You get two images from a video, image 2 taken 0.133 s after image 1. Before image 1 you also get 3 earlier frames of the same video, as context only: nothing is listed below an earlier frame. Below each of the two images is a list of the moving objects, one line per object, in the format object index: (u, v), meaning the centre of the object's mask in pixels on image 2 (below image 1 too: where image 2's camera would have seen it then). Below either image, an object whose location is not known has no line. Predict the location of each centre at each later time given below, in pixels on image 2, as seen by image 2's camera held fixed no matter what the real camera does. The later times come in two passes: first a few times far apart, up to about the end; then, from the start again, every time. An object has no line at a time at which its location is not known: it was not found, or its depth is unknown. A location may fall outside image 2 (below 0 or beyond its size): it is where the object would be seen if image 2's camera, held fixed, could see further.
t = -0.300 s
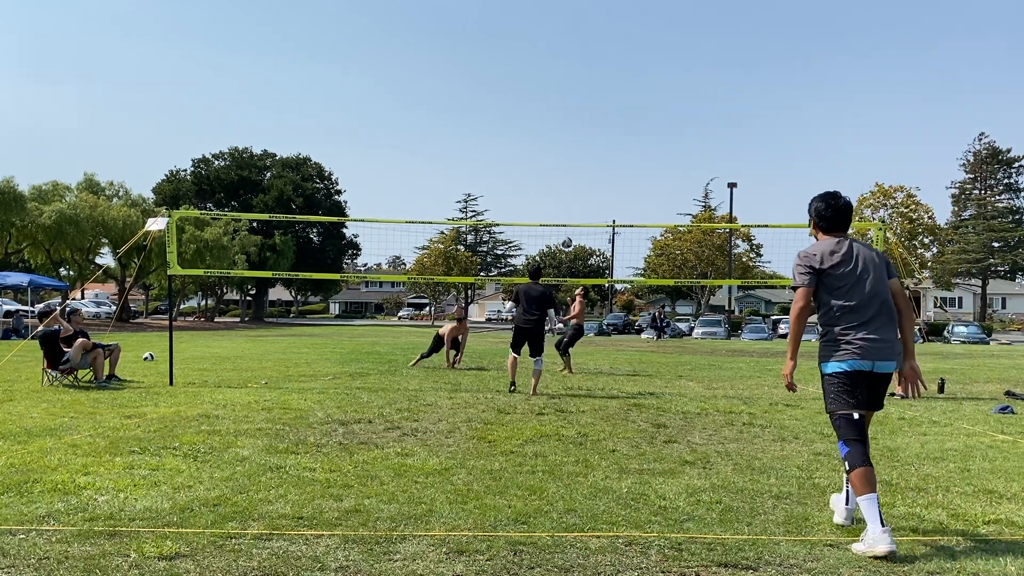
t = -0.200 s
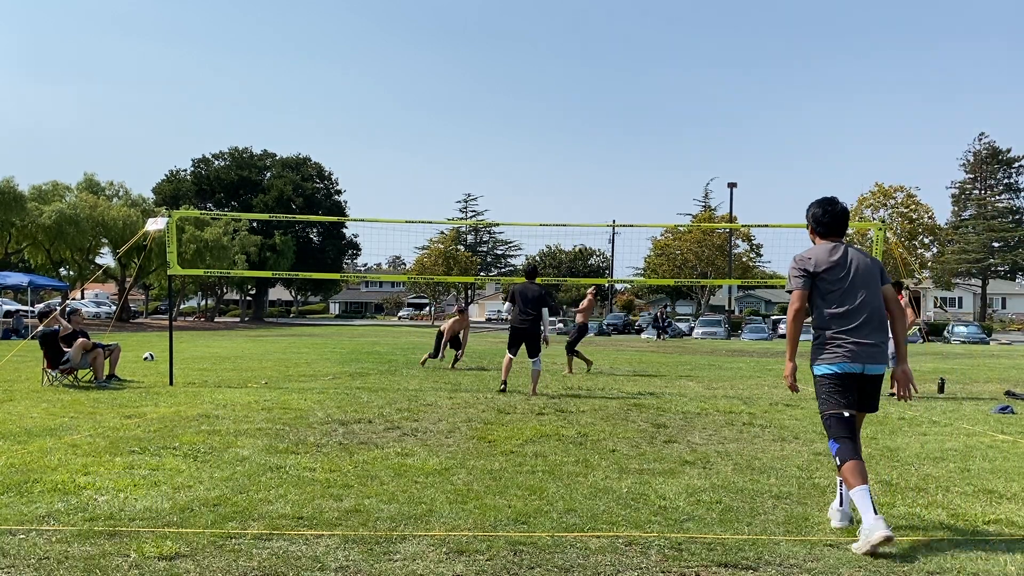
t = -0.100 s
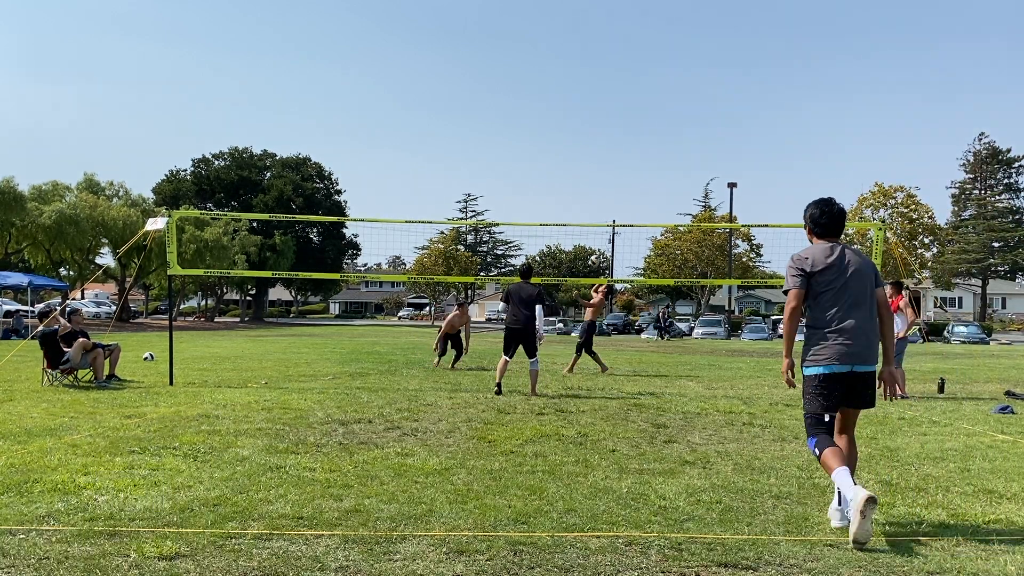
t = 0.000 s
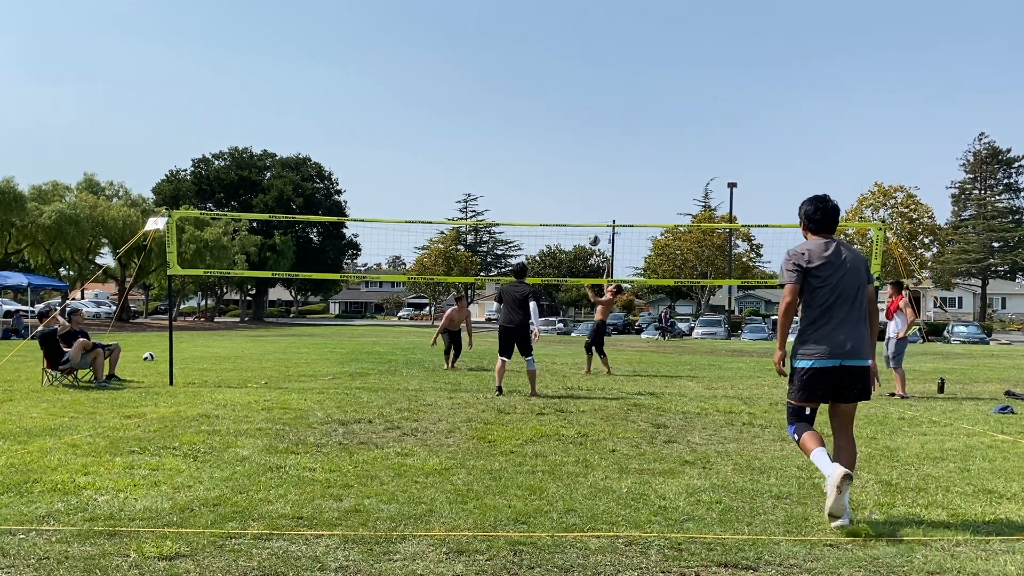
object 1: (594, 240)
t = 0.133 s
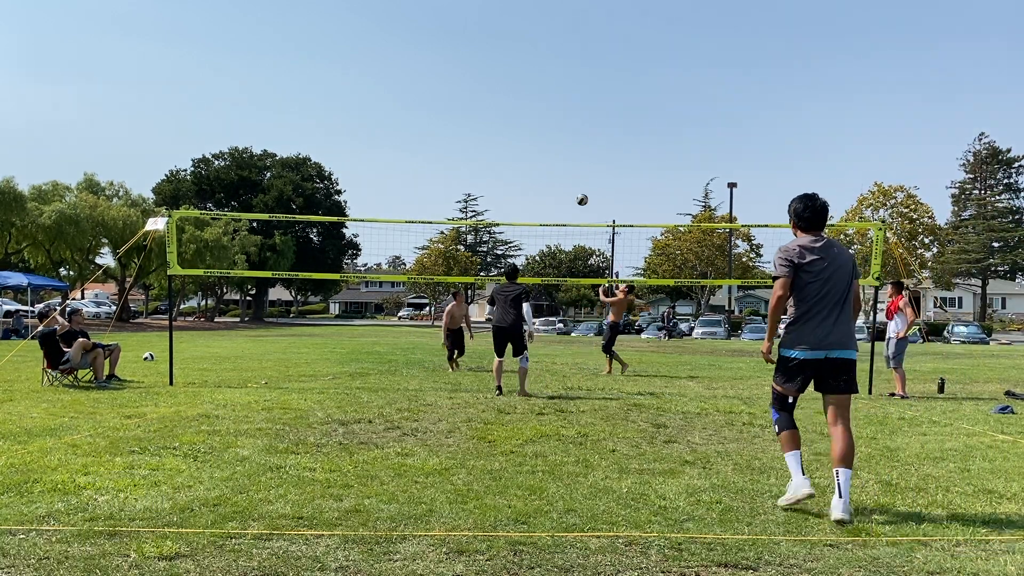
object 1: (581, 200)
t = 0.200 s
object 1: (576, 183)
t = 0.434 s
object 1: (554, 146)
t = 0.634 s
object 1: (535, 138)
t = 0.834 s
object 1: (515, 151)
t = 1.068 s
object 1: (493, 195)
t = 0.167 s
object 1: (579, 191)
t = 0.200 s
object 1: (576, 183)
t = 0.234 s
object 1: (572, 176)
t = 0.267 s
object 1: (569, 170)
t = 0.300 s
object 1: (566, 163)
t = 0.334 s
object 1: (563, 158)
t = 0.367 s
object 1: (560, 153)
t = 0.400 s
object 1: (557, 149)
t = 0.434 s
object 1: (554, 146)
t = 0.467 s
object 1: (550, 143)
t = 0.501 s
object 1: (547, 141)
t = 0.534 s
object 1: (544, 139)
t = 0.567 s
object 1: (541, 138)
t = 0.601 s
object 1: (537, 137)
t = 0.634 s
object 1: (535, 138)
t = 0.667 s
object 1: (531, 138)
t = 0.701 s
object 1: (528, 140)
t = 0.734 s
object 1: (525, 142)
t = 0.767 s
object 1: (522, 144)
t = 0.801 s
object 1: (518, 147)
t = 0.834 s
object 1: (515, 151)
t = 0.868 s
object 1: (512, 156)
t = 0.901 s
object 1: (509, 161)
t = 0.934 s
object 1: (506, 166)
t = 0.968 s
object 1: (502, 172)
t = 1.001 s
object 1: (499, 179)
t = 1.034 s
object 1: (496, 187)
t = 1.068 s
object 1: (493, 195)
